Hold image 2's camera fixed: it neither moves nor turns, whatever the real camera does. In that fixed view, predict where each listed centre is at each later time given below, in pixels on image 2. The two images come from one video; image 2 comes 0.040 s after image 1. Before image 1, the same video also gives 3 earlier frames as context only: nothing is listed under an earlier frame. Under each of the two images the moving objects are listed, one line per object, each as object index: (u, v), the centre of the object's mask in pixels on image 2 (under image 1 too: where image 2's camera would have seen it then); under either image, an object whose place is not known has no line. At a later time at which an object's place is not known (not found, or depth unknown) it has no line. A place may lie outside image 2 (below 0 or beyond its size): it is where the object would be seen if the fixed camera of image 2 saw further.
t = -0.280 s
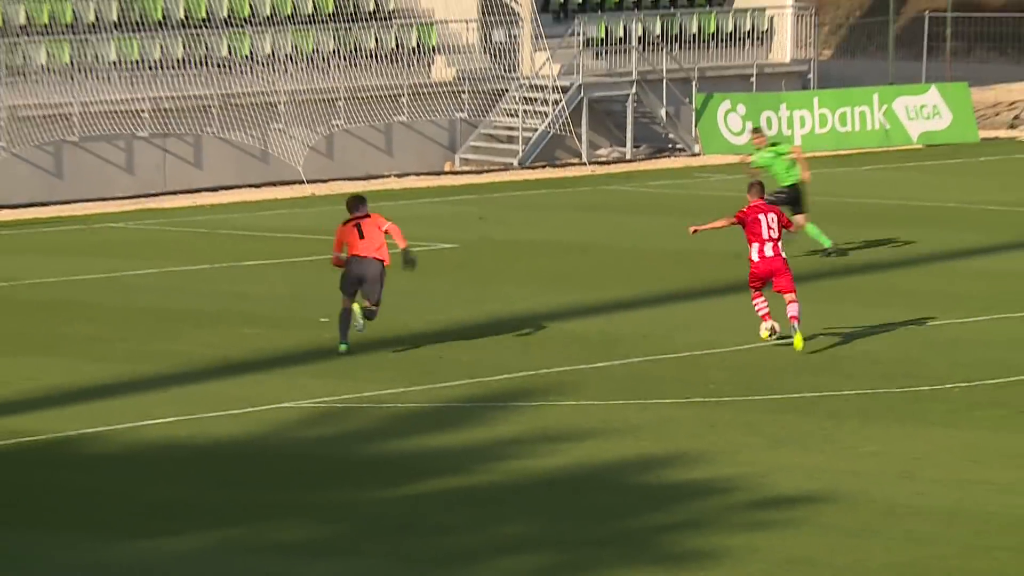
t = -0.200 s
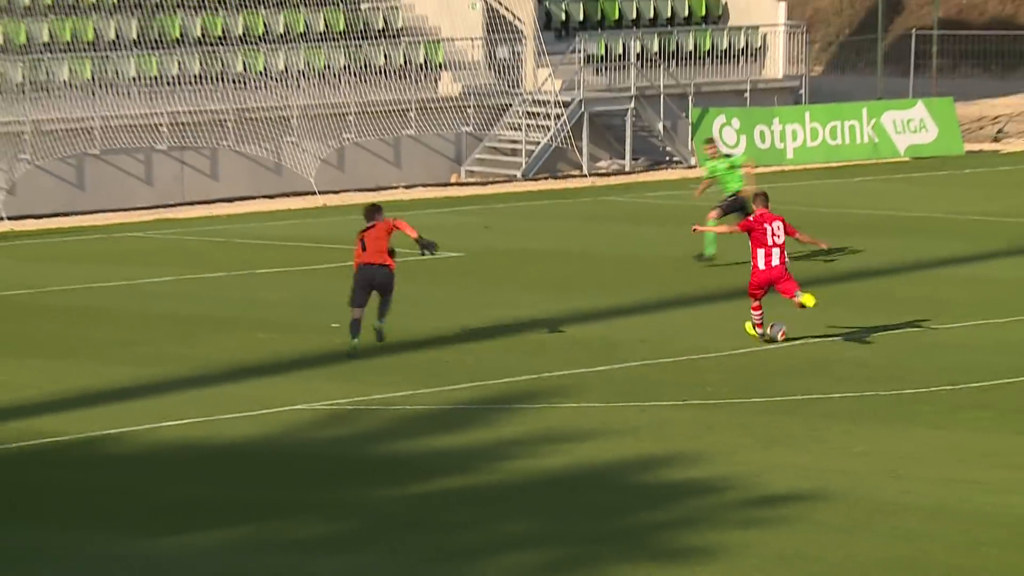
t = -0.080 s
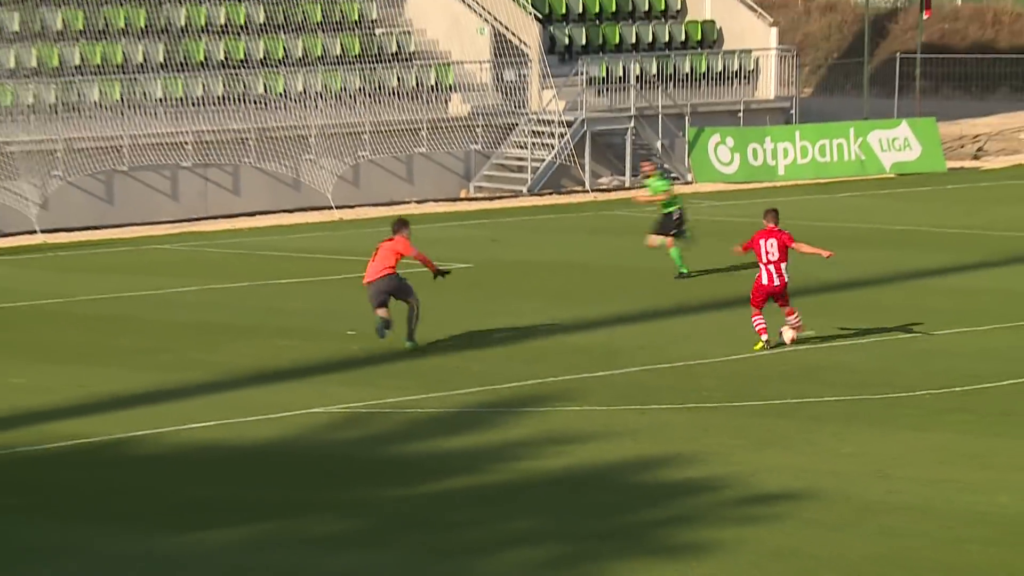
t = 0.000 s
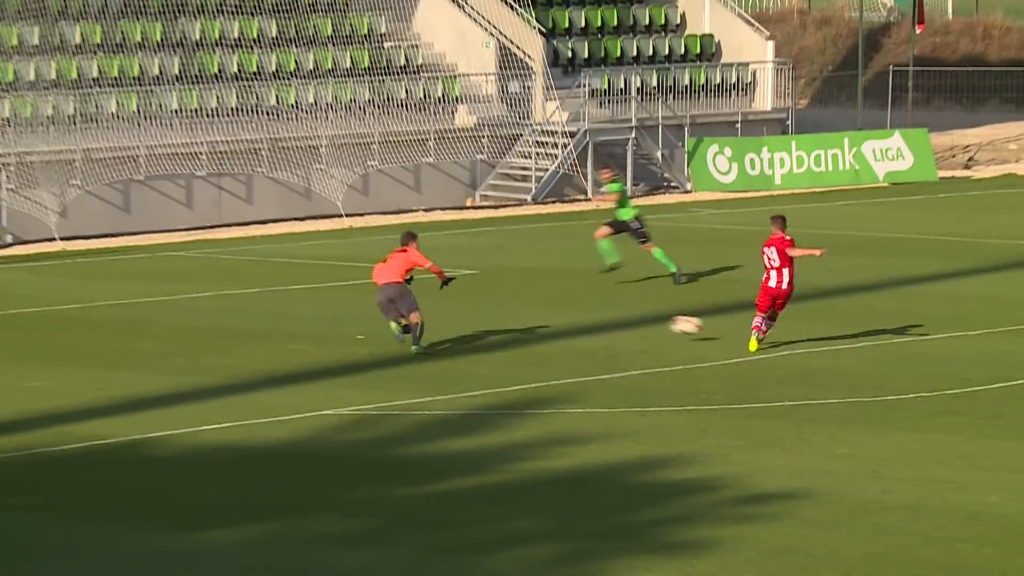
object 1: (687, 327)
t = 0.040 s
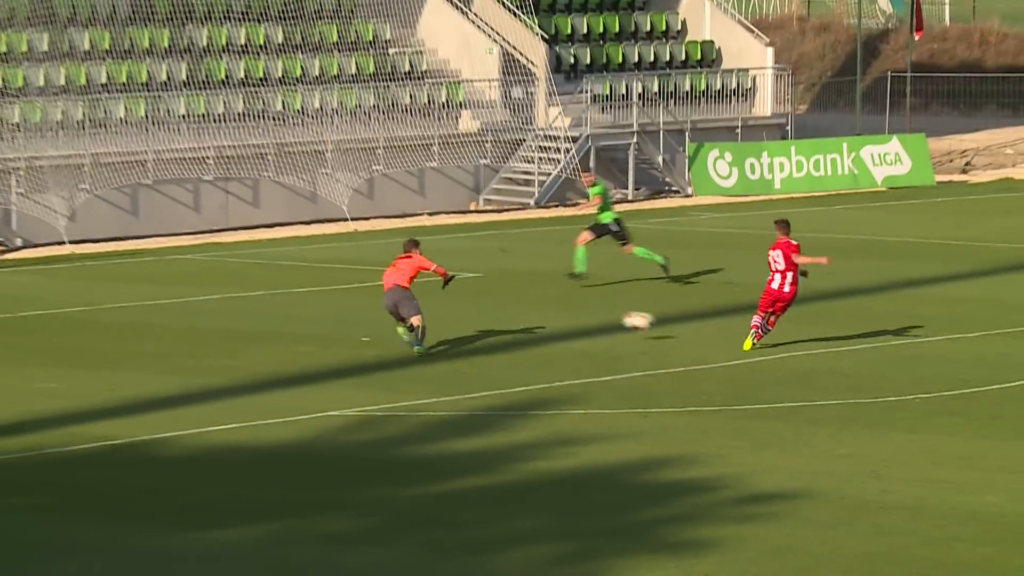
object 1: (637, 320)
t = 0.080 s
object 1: (591, 315)
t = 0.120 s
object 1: (541, 312)
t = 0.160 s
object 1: (496, 310)
